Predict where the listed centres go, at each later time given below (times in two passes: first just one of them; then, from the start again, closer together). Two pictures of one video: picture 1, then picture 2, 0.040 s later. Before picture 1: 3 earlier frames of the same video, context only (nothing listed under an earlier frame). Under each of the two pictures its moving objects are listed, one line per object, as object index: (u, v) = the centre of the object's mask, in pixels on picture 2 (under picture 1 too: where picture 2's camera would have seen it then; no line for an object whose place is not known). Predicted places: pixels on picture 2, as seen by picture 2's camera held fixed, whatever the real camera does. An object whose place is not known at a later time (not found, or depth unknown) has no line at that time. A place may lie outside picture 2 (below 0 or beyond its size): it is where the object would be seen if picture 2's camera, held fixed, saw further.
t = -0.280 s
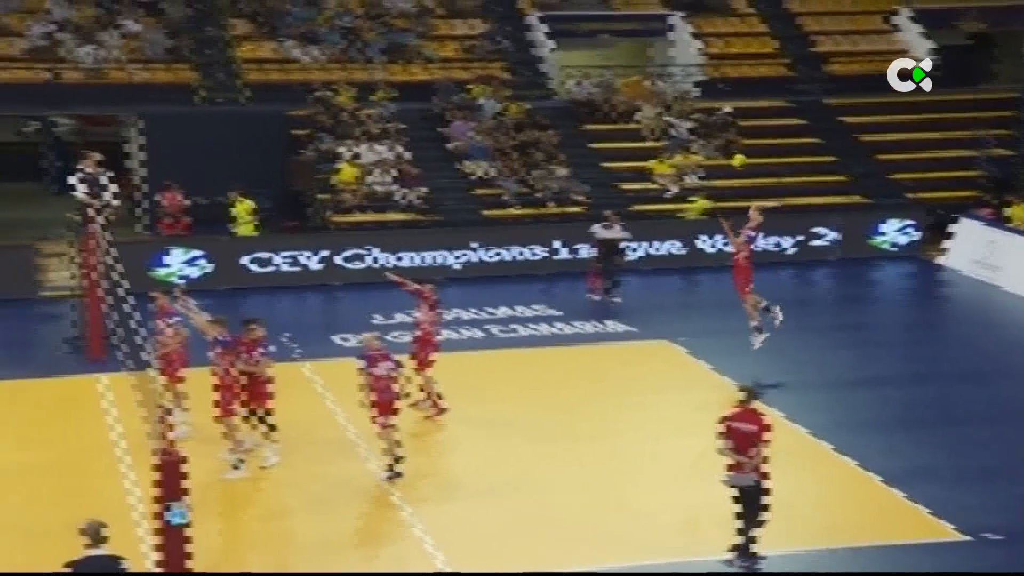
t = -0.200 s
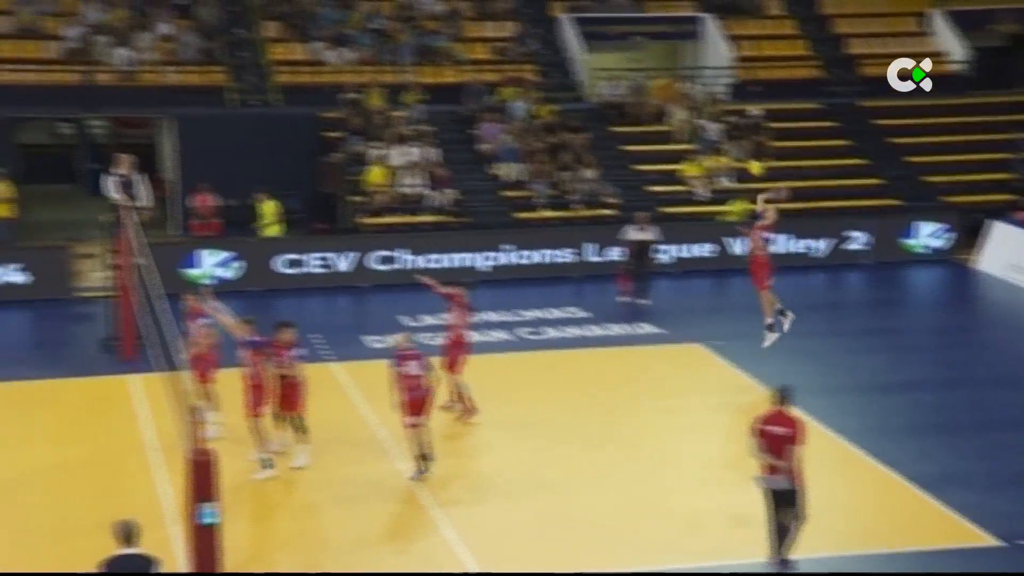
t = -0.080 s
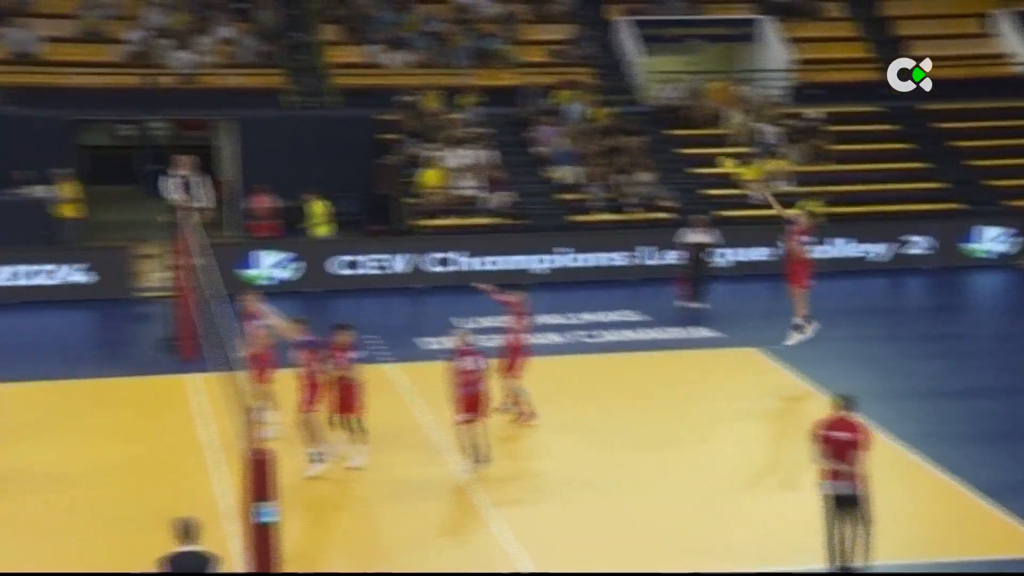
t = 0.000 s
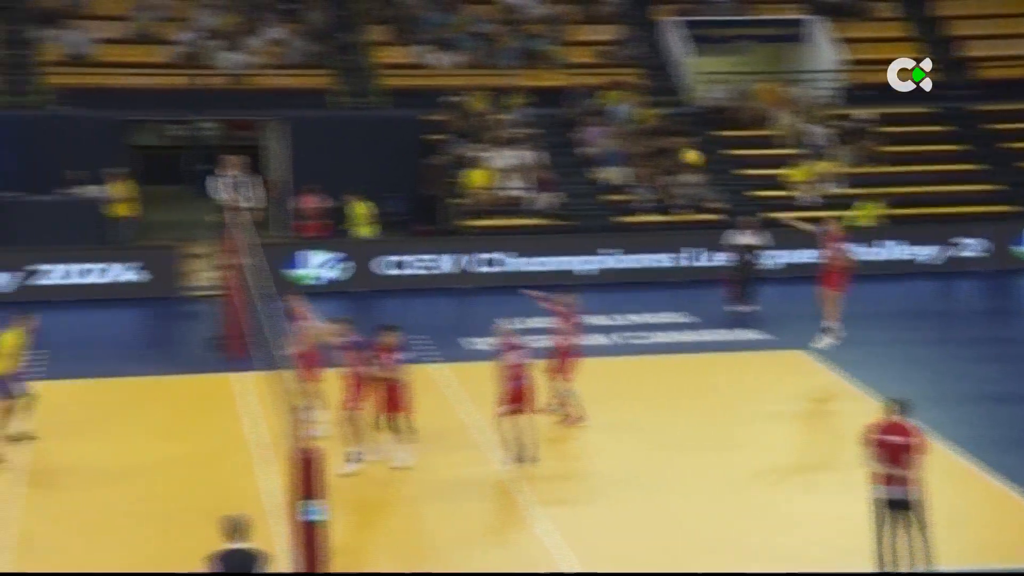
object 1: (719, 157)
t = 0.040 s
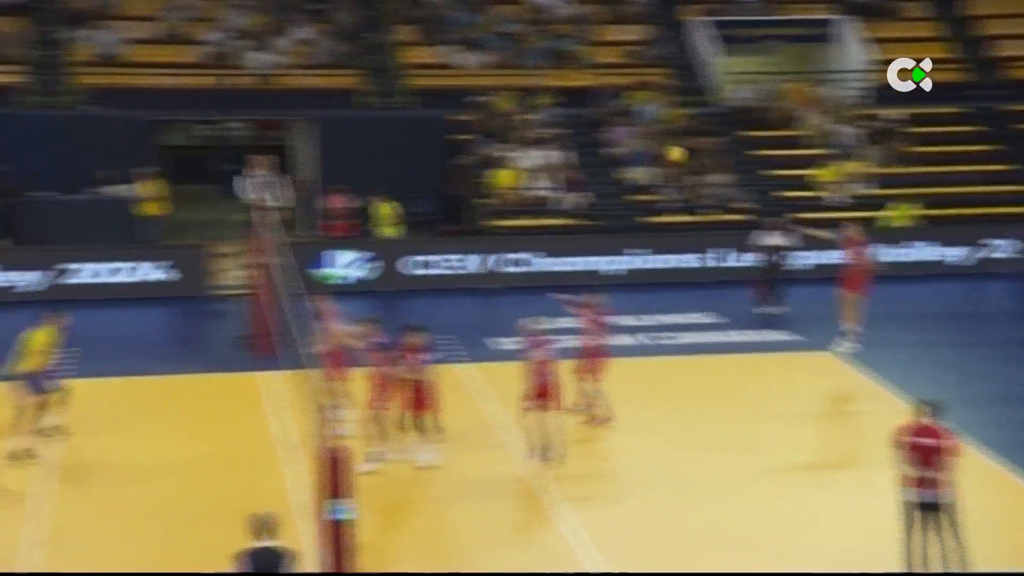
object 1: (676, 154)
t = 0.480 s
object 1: (189, 205)
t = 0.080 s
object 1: (633, 152)
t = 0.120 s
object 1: (590, 152)
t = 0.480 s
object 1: (189, 205)
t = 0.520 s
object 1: (138, 218)
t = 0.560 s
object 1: (93, 231)
